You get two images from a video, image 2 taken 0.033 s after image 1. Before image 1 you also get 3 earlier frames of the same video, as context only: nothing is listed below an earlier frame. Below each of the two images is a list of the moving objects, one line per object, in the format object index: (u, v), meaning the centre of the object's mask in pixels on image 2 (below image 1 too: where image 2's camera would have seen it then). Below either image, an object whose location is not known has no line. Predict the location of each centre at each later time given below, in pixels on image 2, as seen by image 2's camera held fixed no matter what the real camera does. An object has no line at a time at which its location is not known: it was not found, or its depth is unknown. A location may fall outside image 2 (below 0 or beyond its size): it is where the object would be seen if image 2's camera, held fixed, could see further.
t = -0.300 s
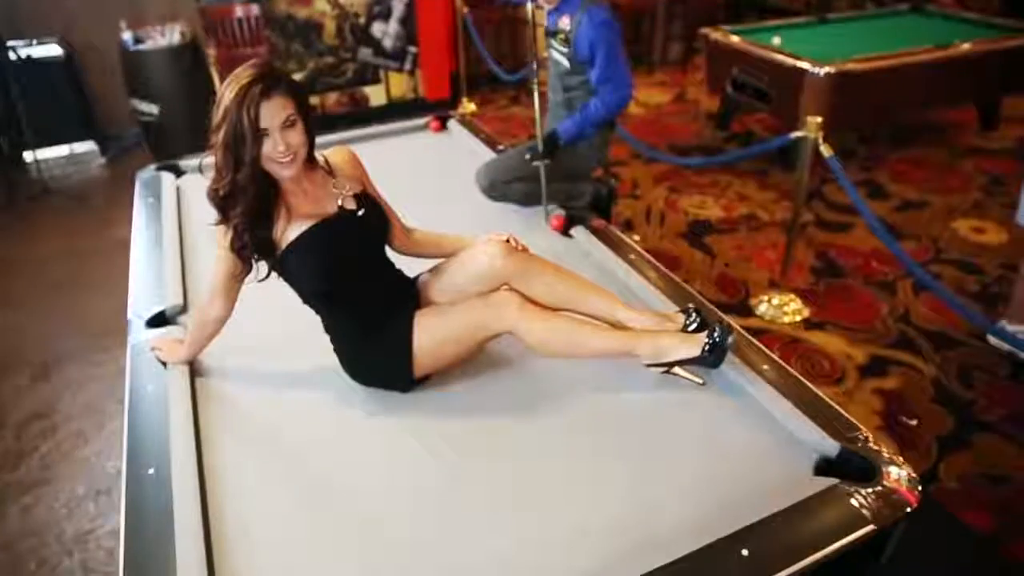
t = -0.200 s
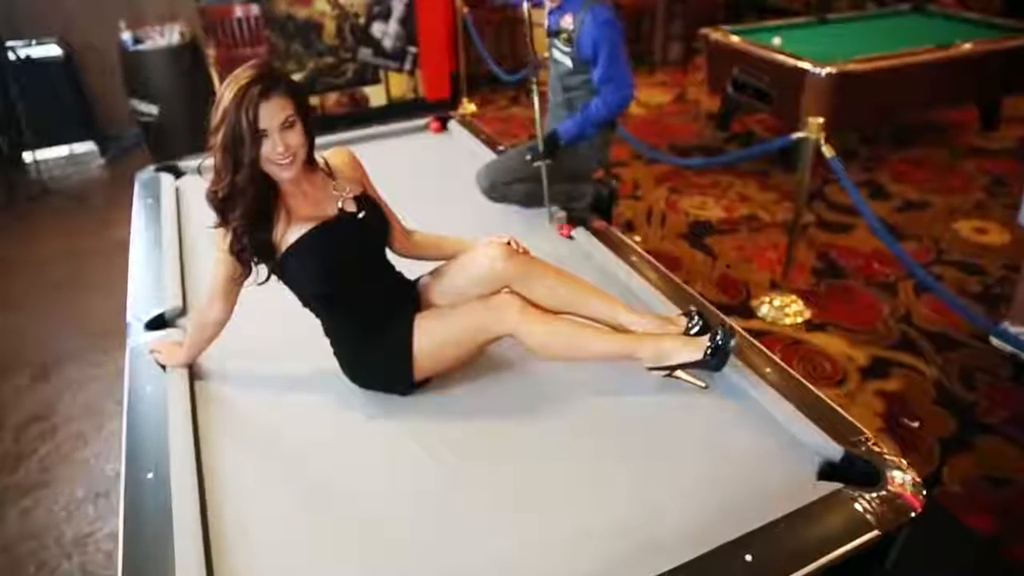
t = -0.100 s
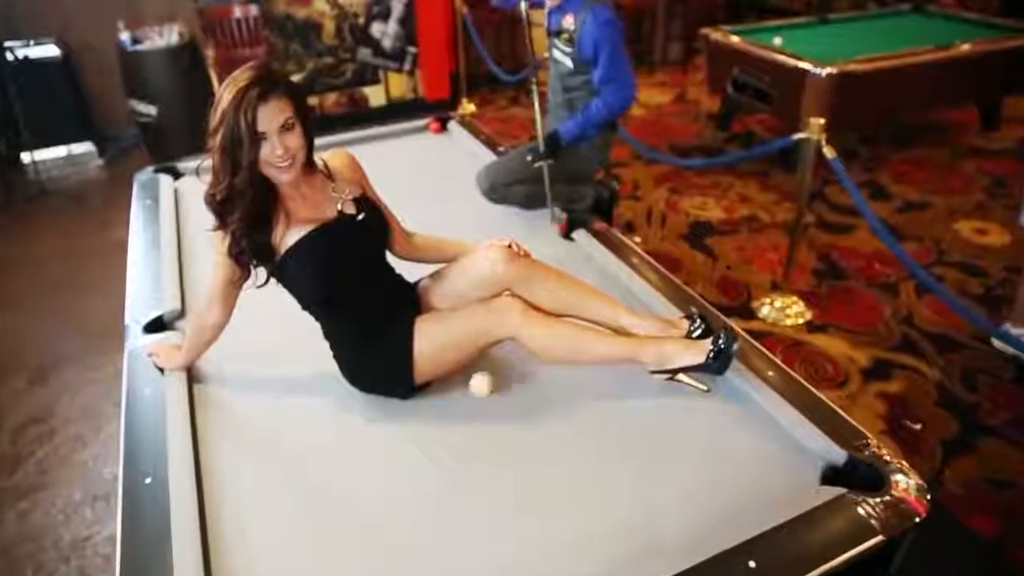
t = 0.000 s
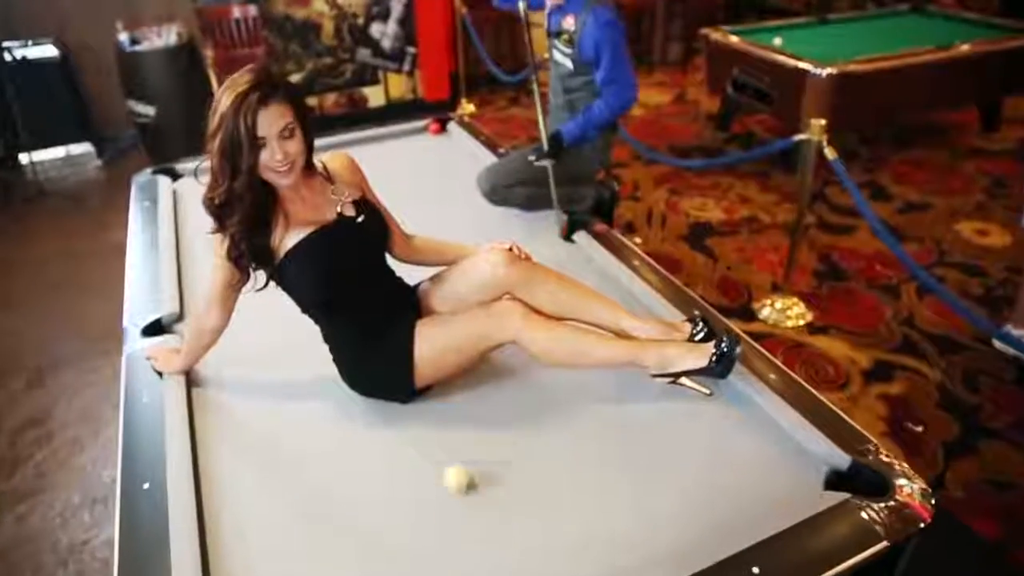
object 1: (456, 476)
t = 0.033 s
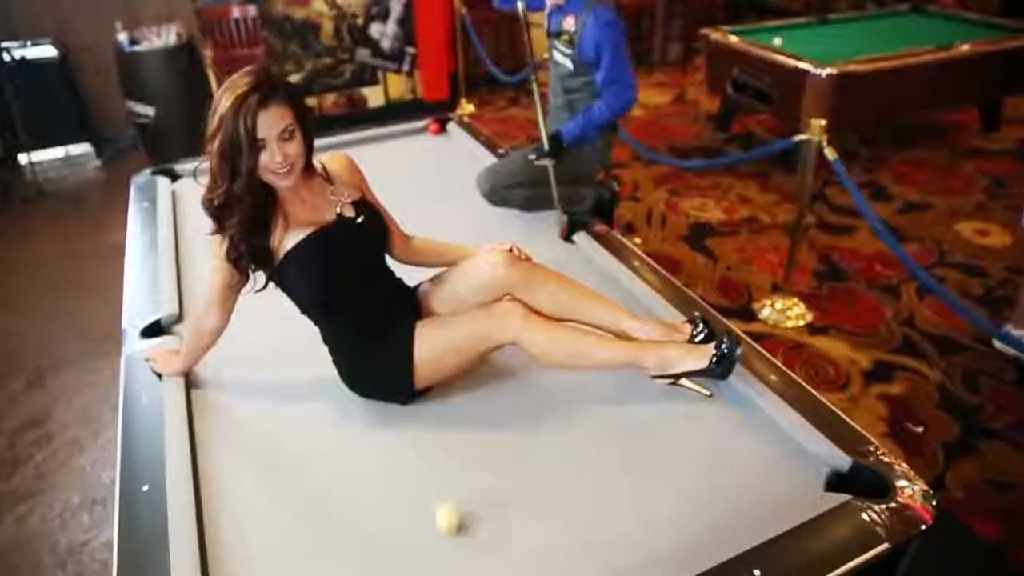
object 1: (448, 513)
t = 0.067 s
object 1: (437, 554)
